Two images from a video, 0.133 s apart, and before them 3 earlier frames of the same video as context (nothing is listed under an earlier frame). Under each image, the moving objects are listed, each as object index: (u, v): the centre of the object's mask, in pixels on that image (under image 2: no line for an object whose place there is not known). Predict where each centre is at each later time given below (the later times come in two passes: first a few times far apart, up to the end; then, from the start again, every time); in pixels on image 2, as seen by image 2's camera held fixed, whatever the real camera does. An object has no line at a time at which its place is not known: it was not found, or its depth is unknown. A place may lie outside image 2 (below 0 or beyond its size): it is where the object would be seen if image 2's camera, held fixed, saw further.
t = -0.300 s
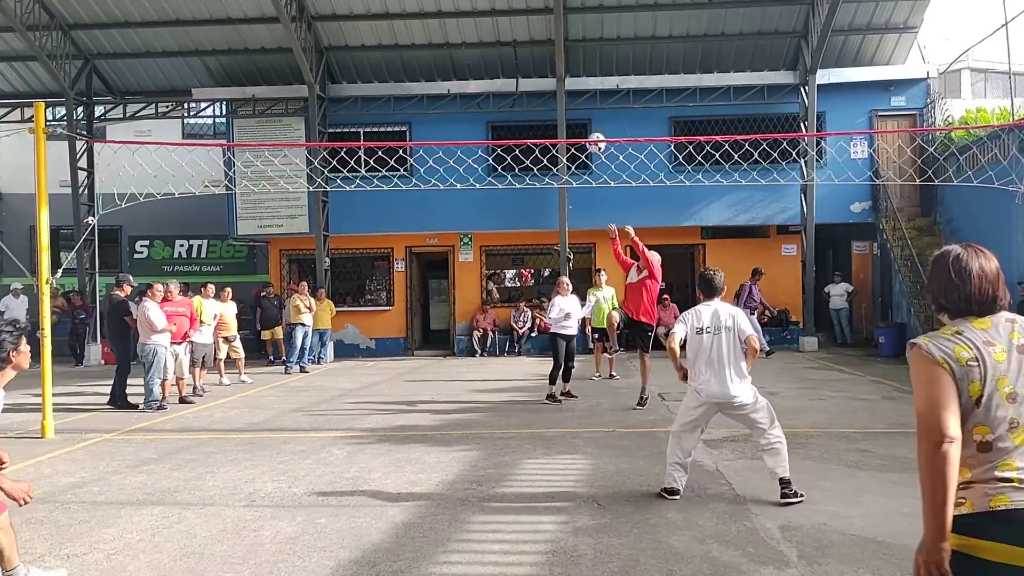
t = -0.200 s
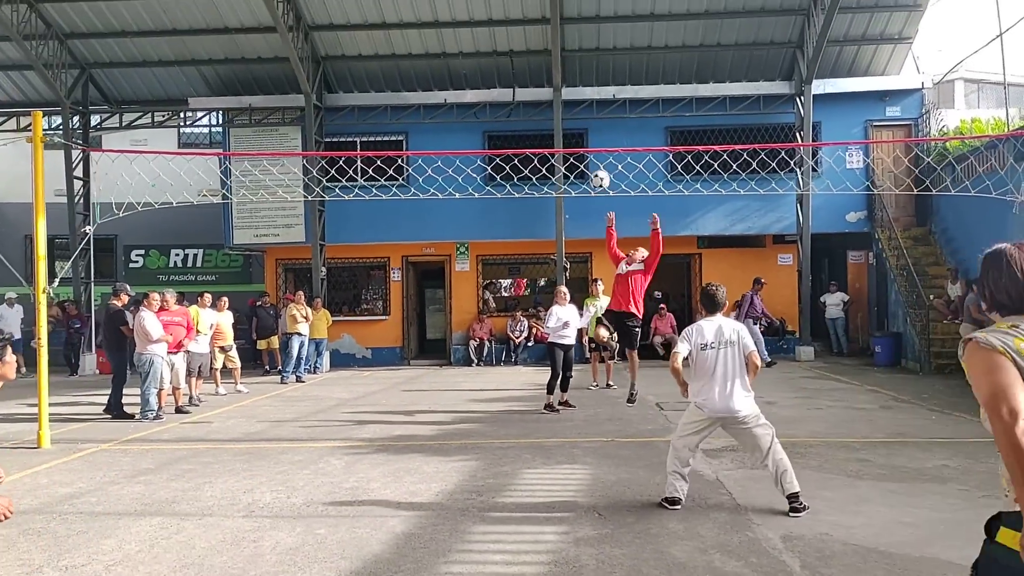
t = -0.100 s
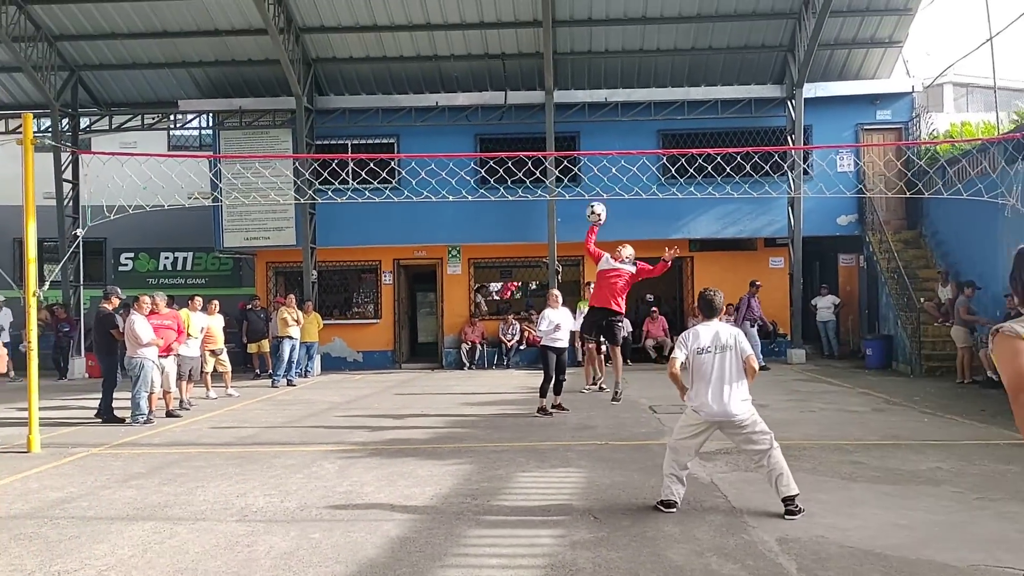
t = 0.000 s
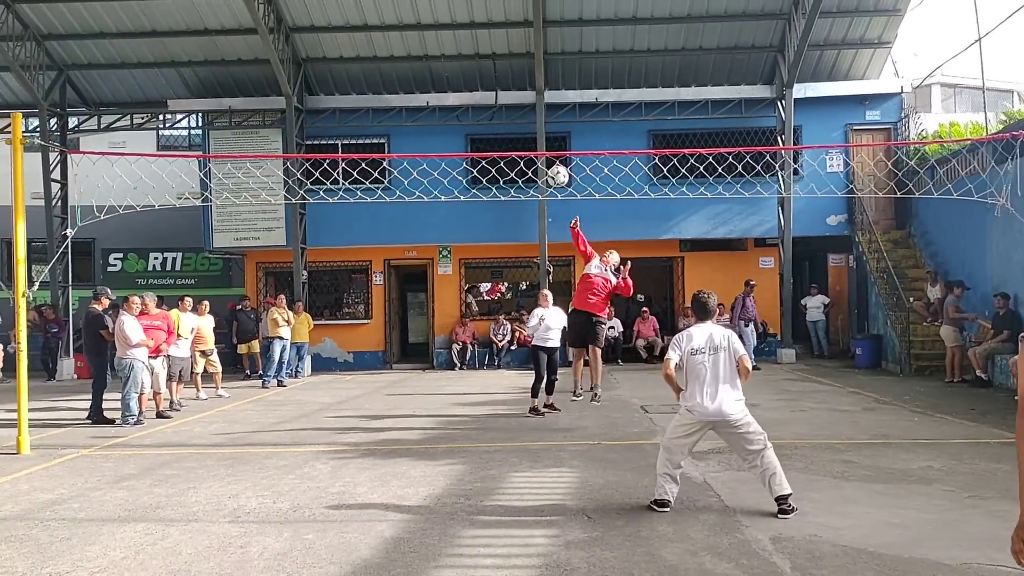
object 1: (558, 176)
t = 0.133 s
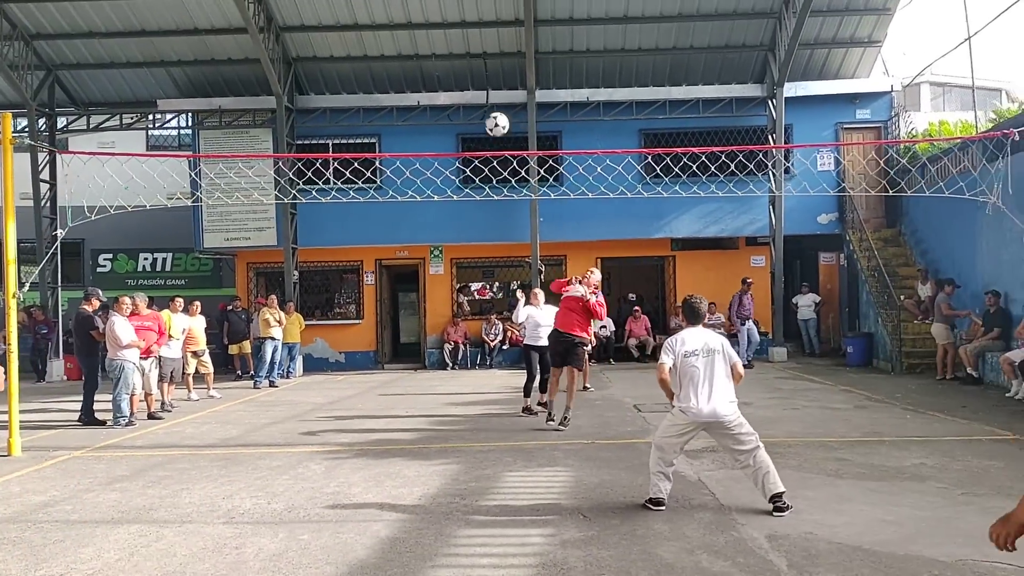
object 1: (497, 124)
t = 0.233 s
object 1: (451, 89)
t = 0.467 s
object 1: (306, 29)
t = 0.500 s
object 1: (279, 23)
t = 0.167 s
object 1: (482, 113)
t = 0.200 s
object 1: (467, 101)
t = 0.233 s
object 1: (451, 89)
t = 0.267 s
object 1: (433, 79)
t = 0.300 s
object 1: (415, 69)
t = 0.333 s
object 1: (396, 60)
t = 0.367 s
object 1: (376, 51)
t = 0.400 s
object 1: (354, 43)
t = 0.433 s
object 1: (331, 36)
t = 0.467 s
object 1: (306, 29)
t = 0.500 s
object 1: (279, 23)
